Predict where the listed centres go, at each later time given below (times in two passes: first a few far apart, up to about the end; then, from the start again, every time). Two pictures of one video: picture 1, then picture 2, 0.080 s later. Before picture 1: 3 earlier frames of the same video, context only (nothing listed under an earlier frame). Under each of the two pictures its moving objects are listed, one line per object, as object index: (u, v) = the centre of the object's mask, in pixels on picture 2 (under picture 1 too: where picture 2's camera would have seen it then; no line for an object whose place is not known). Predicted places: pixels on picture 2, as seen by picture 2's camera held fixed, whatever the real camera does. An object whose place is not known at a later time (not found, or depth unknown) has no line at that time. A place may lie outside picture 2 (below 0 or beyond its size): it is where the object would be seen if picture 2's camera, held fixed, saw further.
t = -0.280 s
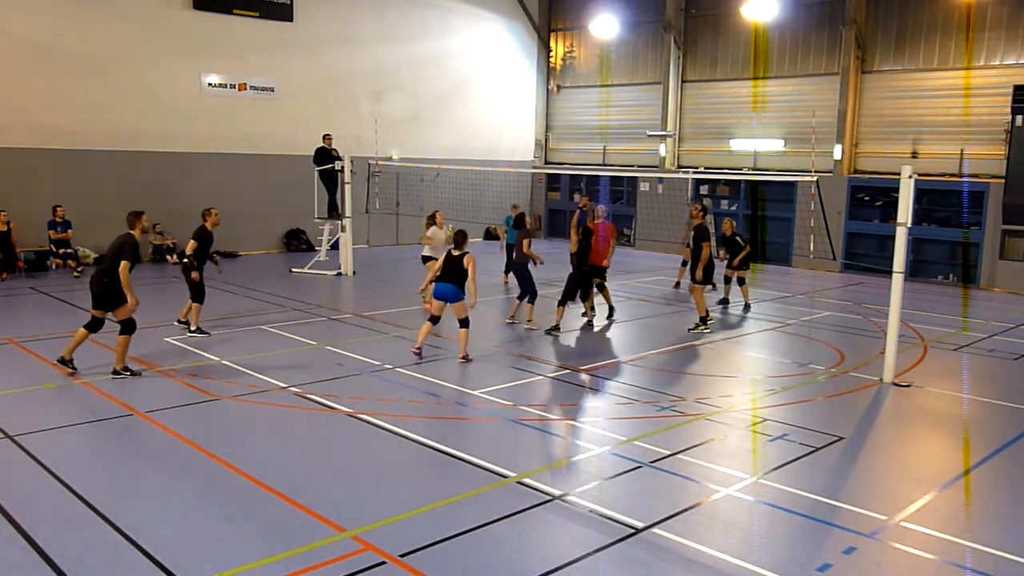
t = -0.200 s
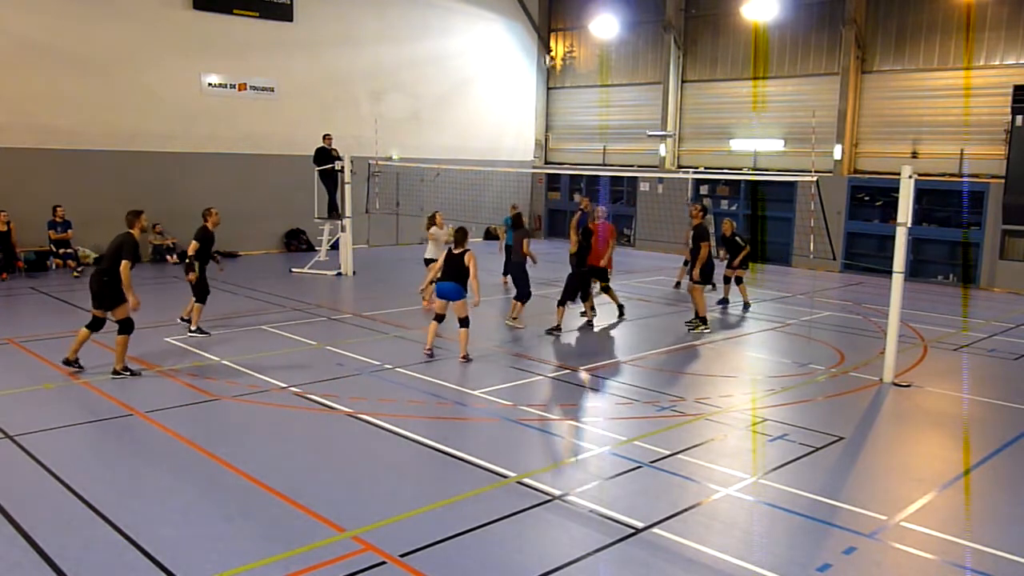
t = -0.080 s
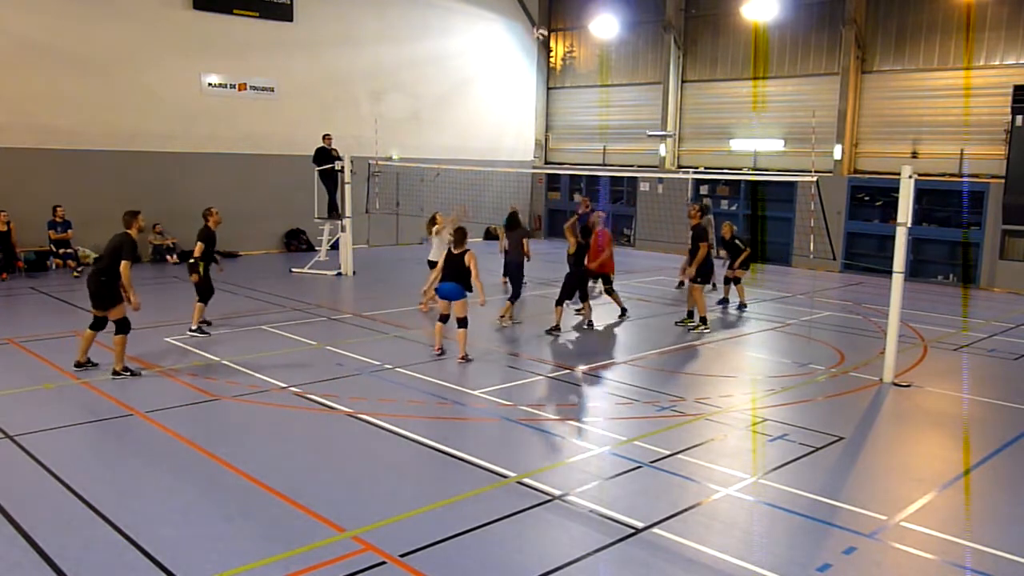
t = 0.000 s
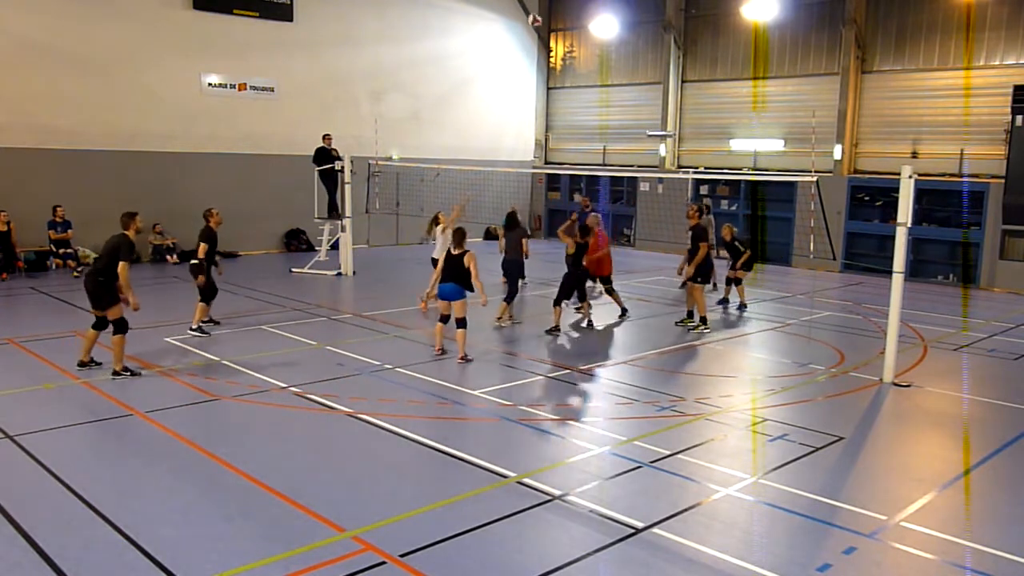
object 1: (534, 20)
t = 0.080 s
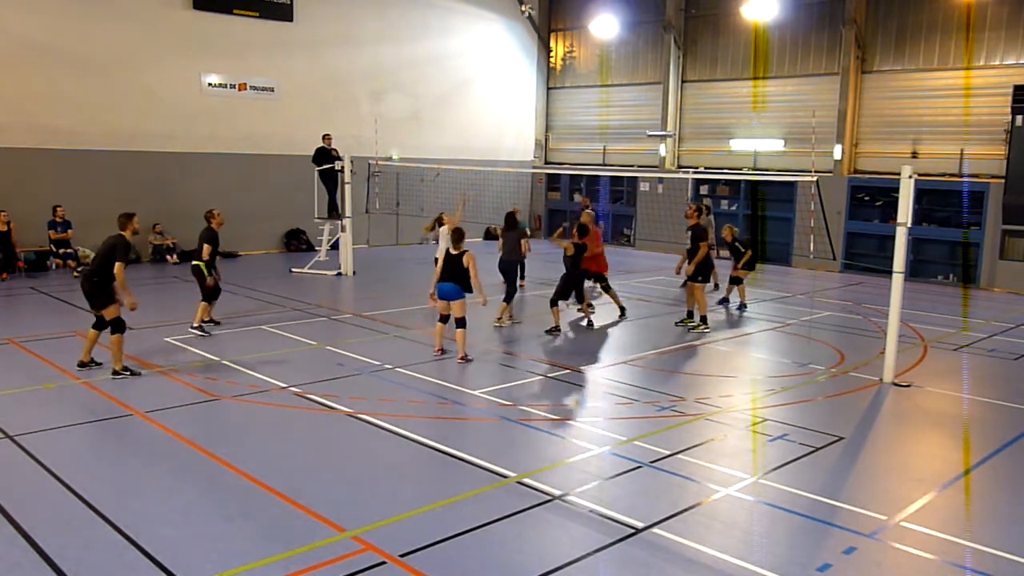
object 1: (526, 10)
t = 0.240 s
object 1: (515, 6)
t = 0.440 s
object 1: (499, 26)
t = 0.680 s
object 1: (480, 82)
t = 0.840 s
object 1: (468, 138)
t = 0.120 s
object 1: (524, 7)
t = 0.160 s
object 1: (521, 7)
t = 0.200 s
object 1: (518, 7)
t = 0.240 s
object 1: (515, 6)
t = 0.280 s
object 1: (512, 8)
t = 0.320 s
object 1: (508, 12)
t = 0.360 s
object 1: (505, 16)
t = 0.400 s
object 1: (501, 20)
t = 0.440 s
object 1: (499, 26)
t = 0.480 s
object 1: (495, 32)
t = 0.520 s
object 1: (492, 40)
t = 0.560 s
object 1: (489, 48)
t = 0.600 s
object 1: (486, 59)
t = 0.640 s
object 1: (483, 70)
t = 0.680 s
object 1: (480, 82)
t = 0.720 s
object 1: (477, 95)
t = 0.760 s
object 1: (474, 108)
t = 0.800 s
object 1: (471, 122)
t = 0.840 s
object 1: (468, 138)
